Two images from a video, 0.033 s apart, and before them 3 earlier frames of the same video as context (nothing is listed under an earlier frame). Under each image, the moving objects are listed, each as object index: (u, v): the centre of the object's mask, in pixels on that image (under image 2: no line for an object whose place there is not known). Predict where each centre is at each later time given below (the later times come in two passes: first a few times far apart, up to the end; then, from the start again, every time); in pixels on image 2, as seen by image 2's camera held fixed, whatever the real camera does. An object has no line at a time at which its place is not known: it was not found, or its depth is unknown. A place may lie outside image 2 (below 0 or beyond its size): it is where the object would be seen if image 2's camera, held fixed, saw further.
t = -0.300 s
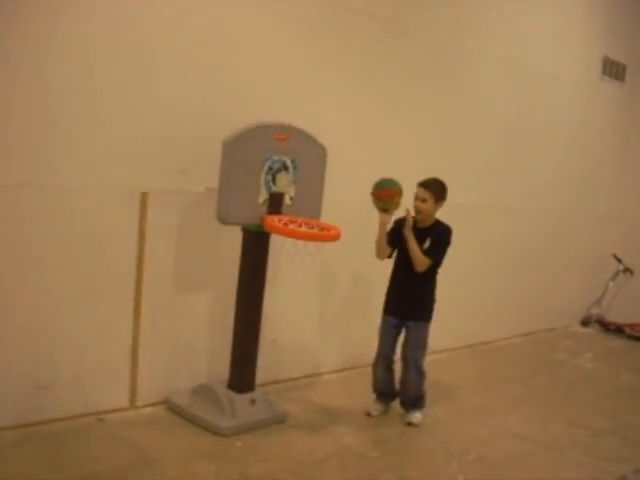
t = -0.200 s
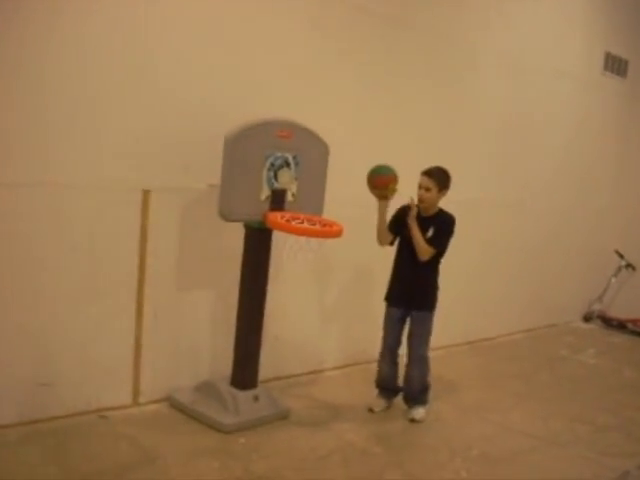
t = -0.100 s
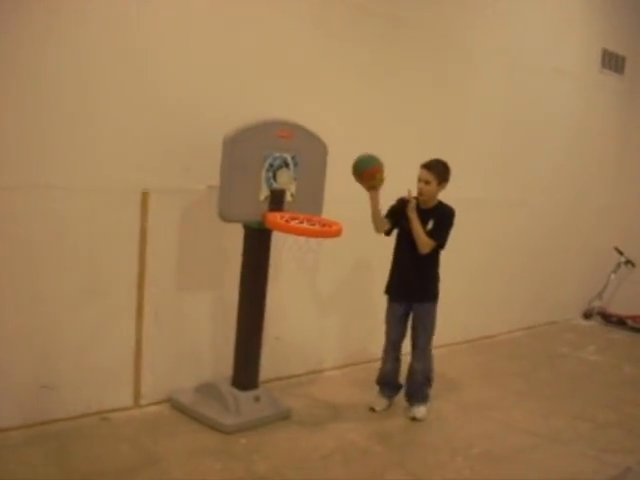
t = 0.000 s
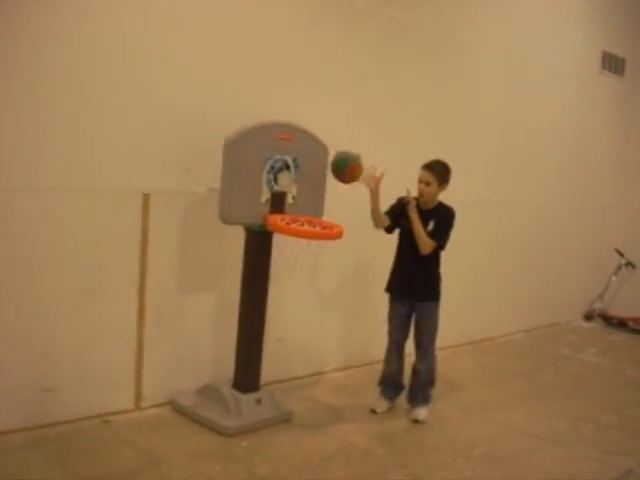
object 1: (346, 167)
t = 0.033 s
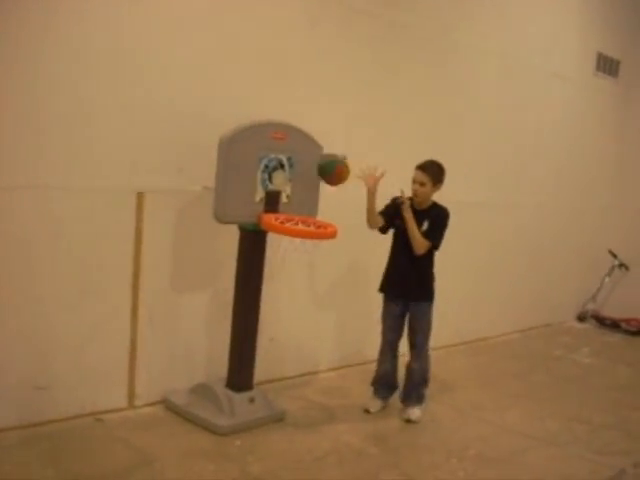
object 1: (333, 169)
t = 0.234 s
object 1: (292, 214)
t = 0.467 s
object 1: (299, 255)
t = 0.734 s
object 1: (277, 386)
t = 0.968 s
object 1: (347, 343)
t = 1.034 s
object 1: (361, 344)
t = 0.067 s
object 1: (325, 173)
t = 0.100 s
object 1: (316, 178)
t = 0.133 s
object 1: (307, 187)
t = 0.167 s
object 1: (298, 198)
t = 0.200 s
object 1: (289, 210)
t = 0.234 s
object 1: (292, 214)
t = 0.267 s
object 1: (298, 215)
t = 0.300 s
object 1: (305, 218)
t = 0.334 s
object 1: (306, 220)
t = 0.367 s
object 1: (303, 244)
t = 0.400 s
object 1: (301, 247)
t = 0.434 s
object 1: (300, 251)
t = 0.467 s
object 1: (299, 255)
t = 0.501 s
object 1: (296, 267)
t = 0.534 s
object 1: (293, 280)
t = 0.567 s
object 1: (291, 293)
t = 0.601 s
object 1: (289, 308)
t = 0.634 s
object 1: (285, 325)
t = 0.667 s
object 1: (283, 343)
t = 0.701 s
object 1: (279, 364)
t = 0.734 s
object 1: (277, 386)
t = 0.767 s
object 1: (284, 383)
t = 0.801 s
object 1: (296, 371)
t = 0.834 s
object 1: (307, 362)
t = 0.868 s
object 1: (317, 355)
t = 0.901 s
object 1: (327, 349)
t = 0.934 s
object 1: (337, 345)
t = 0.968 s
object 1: (347, 343)
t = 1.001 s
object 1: (356, 344)
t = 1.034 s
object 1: (361, 344)
